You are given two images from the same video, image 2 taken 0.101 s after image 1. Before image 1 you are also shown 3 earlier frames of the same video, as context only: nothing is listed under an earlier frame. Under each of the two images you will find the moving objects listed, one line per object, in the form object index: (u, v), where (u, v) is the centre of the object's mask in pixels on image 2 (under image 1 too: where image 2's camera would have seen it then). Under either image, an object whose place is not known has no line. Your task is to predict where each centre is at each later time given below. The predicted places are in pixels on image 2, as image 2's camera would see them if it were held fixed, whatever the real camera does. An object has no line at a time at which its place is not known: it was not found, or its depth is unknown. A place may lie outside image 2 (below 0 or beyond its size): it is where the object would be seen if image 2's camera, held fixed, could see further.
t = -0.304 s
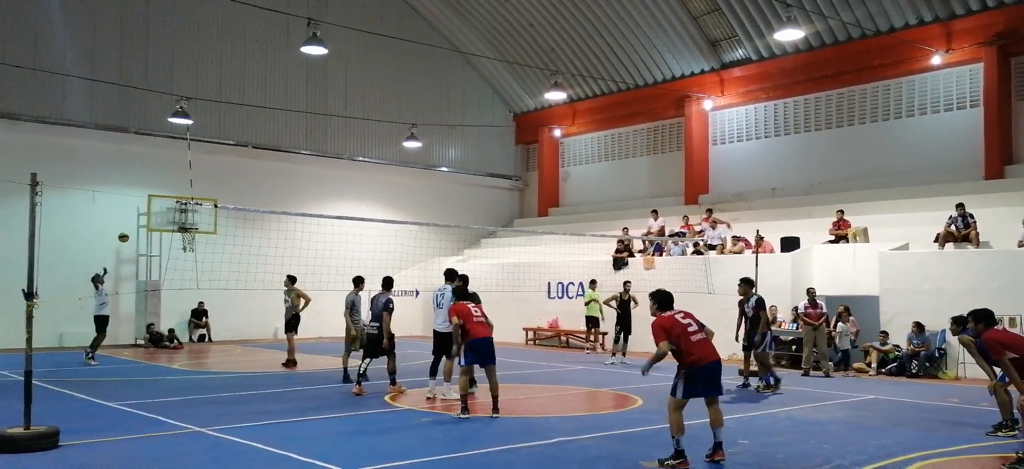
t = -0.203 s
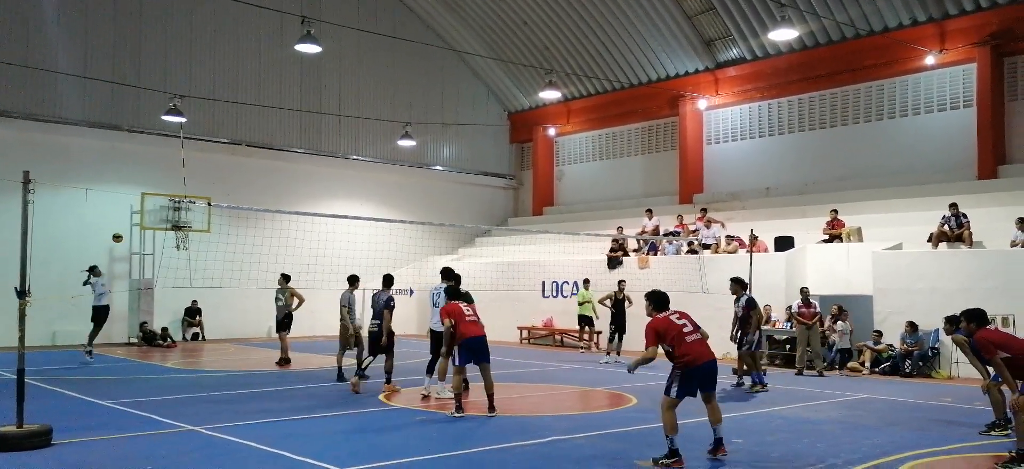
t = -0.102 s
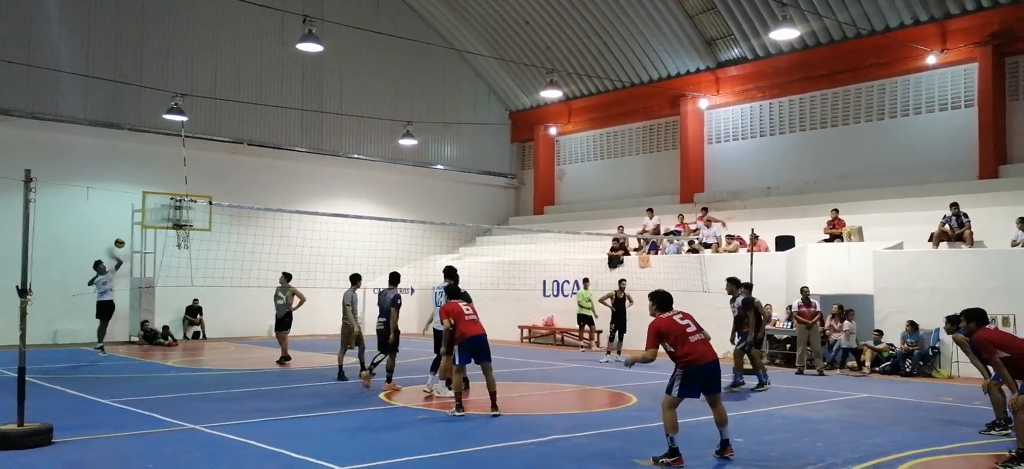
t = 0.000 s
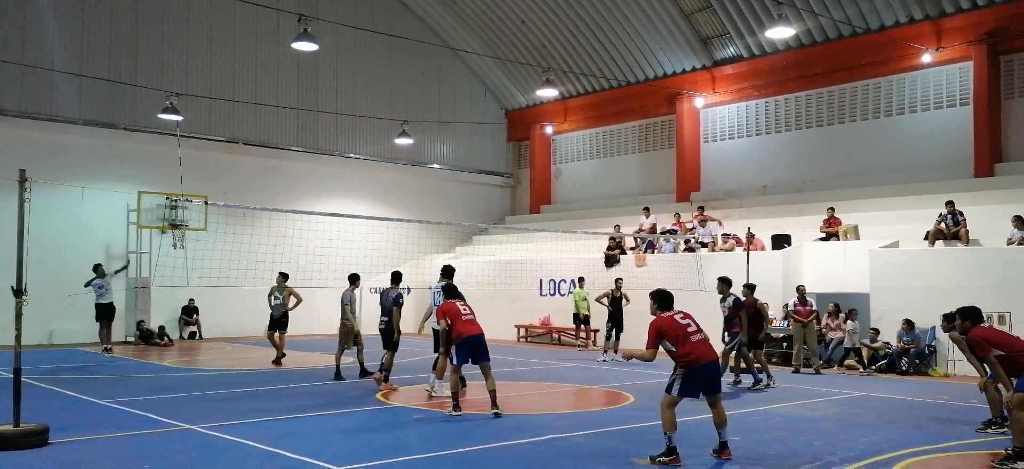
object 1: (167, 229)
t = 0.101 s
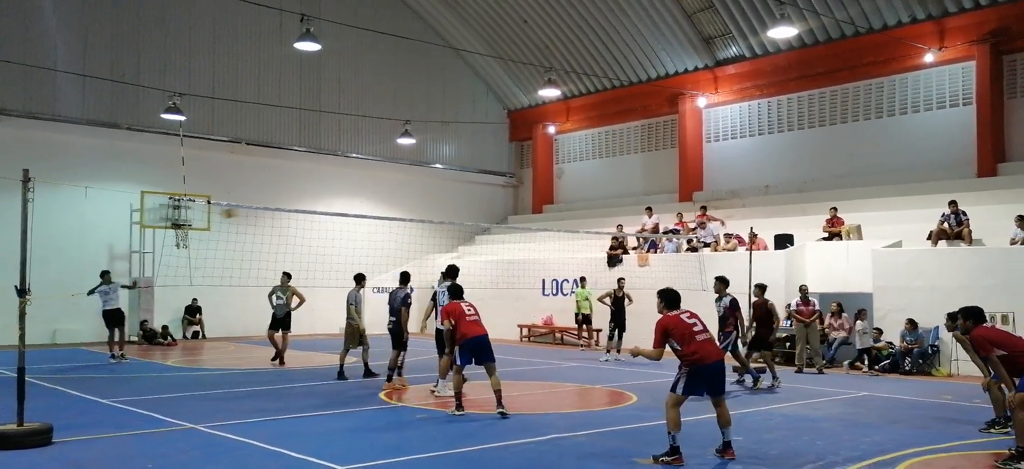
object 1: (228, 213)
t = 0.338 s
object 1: (389, 191)
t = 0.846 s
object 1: (866, 270)
